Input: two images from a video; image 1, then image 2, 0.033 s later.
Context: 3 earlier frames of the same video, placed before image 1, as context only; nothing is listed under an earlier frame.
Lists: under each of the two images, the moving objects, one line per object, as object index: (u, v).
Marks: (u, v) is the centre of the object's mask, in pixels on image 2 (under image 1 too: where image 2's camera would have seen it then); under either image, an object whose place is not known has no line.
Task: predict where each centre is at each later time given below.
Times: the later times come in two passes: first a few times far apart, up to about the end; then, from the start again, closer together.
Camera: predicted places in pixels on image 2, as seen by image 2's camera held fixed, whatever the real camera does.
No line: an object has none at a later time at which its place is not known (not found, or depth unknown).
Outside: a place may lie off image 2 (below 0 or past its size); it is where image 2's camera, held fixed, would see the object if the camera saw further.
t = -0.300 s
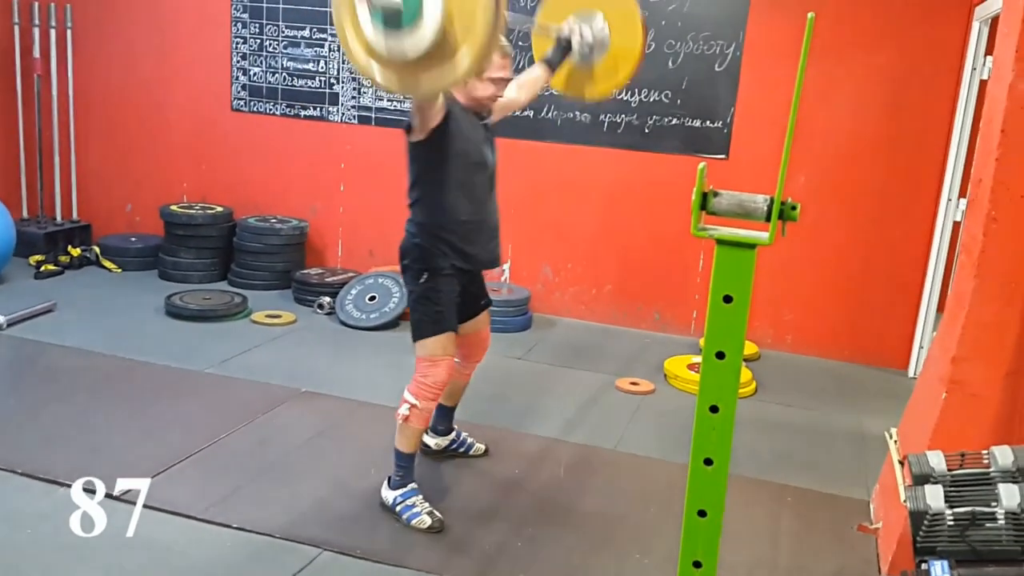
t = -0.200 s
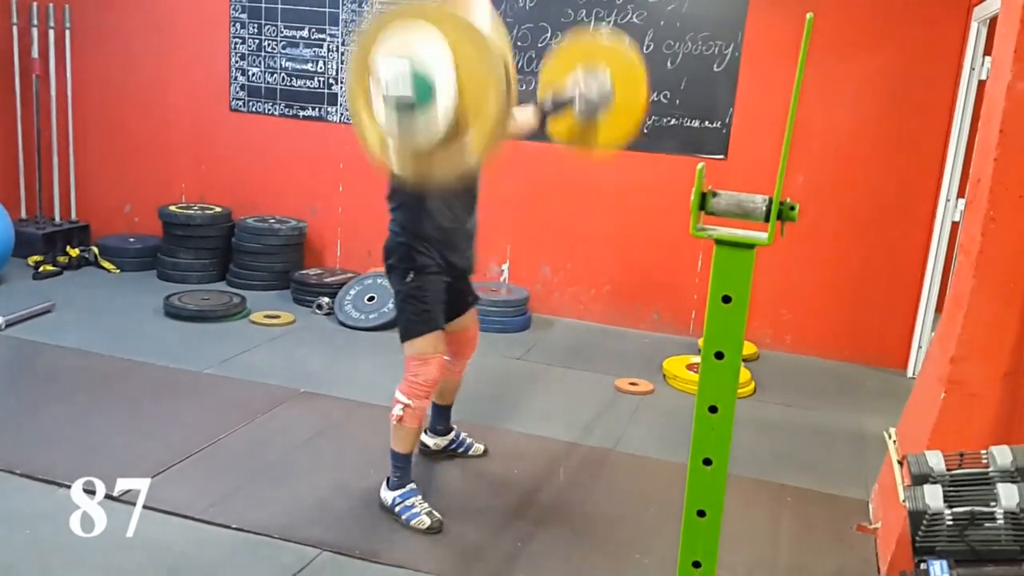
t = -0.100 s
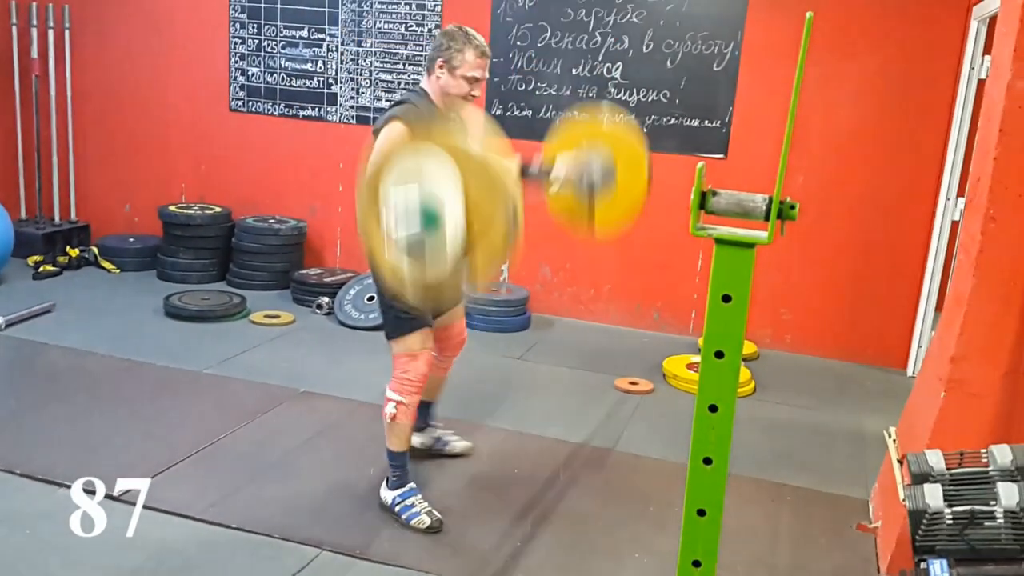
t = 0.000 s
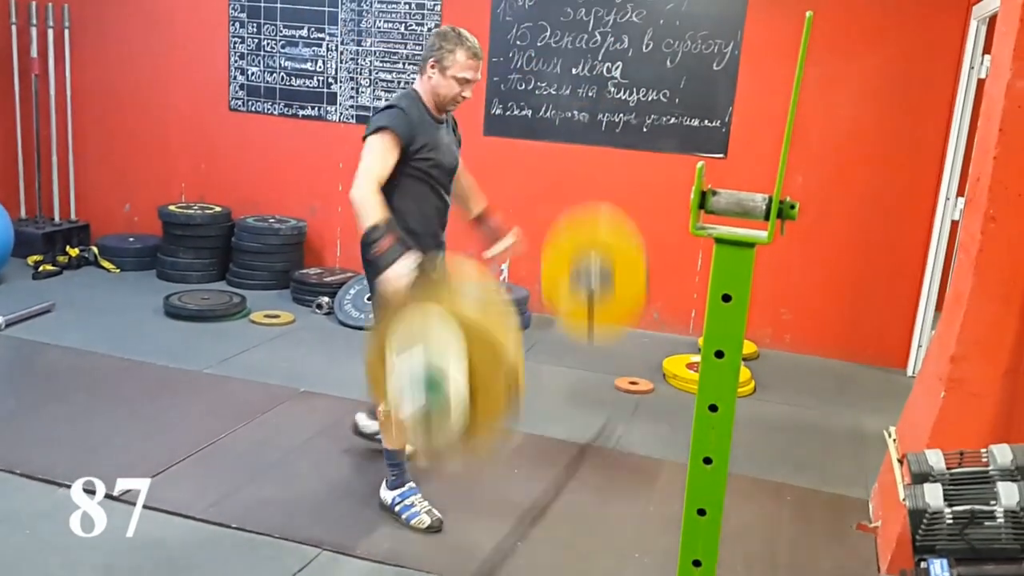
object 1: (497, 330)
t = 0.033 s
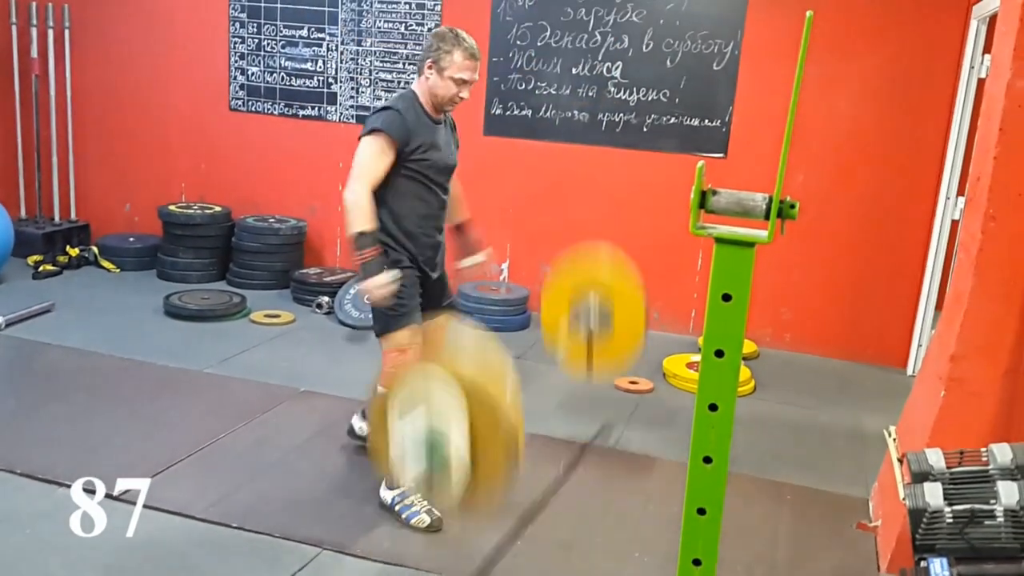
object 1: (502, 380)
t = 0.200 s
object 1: (508, 420)
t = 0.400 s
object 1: (523, 349)
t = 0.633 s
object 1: (529, 411)
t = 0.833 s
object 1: (538, 452)
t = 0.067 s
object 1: (497, 438)
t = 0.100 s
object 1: (505, 472)
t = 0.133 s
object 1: (501, 465)
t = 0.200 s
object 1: (508, 420)
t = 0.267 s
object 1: (512, 386)
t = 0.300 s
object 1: (515, 371)
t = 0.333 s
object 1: (519, 360)
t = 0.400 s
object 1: (523, 349)
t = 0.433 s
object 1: (525, 348)
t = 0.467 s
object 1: (526, 350)
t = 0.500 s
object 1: (527, 355)
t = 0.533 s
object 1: (528, 364)
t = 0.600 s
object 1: (530, 392)
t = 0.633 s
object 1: (529, 411)
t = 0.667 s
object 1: (531, 432)
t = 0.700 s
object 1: (530, 458)
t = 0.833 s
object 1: (538, 452)
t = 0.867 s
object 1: (540, 446)
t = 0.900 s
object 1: (544, 441)
